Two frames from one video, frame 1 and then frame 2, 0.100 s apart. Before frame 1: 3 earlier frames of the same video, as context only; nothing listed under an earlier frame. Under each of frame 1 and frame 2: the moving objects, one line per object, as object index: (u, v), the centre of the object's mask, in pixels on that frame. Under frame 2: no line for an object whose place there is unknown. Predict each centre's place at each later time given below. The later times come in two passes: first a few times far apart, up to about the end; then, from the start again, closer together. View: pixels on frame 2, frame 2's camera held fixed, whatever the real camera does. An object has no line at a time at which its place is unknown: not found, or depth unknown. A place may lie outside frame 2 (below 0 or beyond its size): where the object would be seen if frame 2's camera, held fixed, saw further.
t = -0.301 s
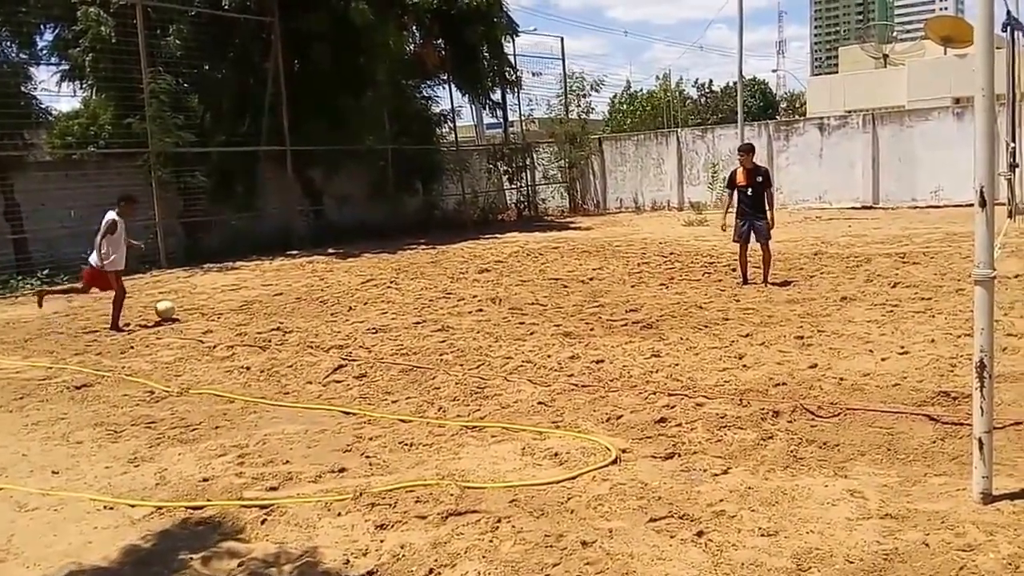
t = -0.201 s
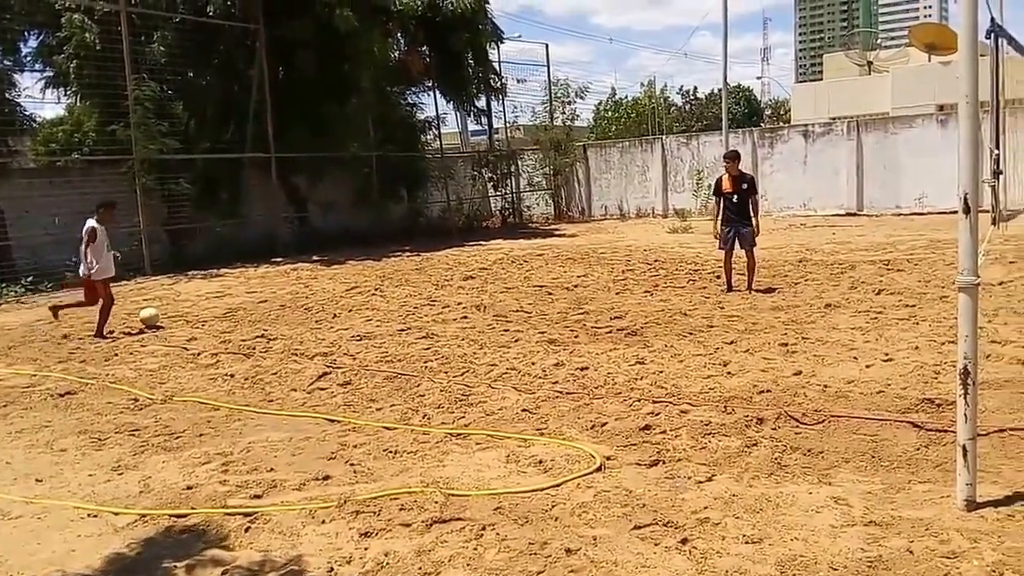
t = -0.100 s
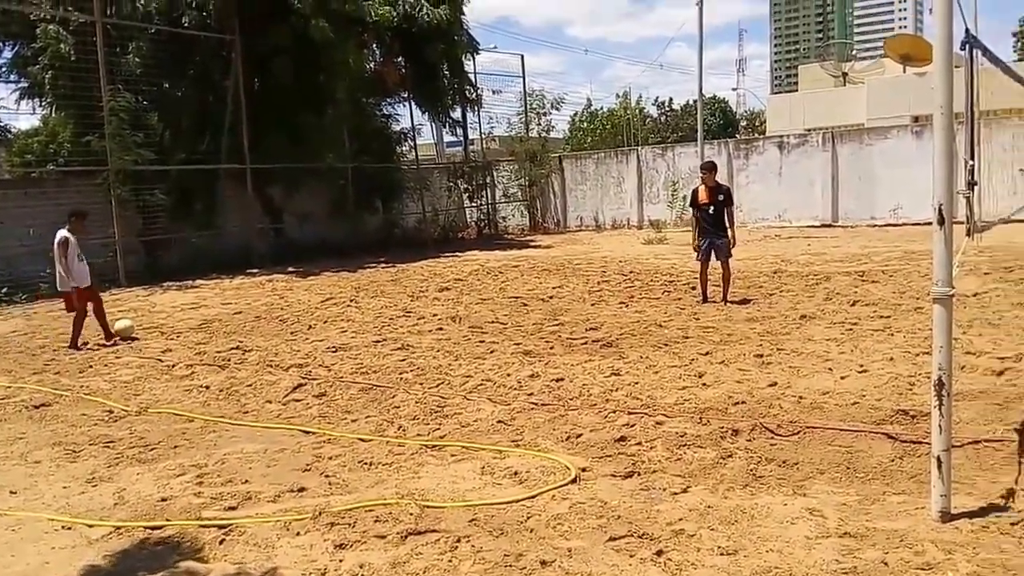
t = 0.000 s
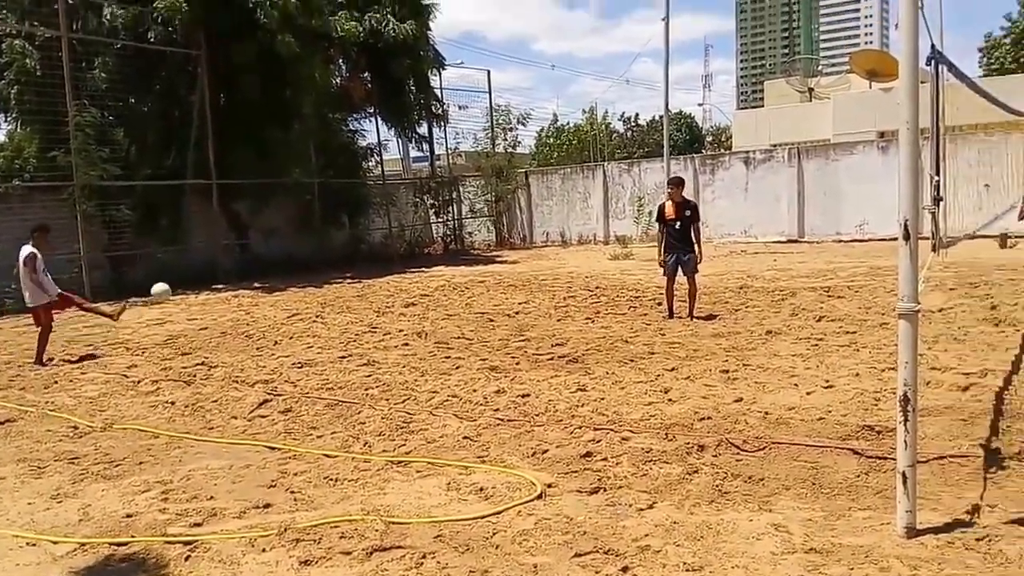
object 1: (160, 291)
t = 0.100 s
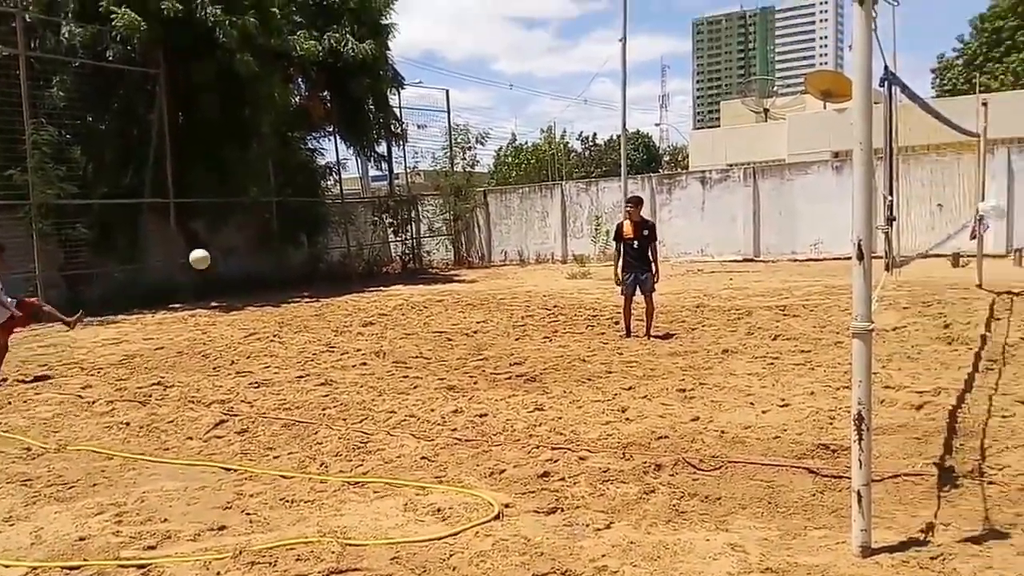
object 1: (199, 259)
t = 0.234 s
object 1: (318, 195)
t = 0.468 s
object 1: (545, 115)
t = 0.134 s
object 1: (229, 242)
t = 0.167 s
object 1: (259, 226)
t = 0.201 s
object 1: (290, 210)
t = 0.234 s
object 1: (318, 195)
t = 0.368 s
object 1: (443, 145)
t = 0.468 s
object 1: (545, 115)
